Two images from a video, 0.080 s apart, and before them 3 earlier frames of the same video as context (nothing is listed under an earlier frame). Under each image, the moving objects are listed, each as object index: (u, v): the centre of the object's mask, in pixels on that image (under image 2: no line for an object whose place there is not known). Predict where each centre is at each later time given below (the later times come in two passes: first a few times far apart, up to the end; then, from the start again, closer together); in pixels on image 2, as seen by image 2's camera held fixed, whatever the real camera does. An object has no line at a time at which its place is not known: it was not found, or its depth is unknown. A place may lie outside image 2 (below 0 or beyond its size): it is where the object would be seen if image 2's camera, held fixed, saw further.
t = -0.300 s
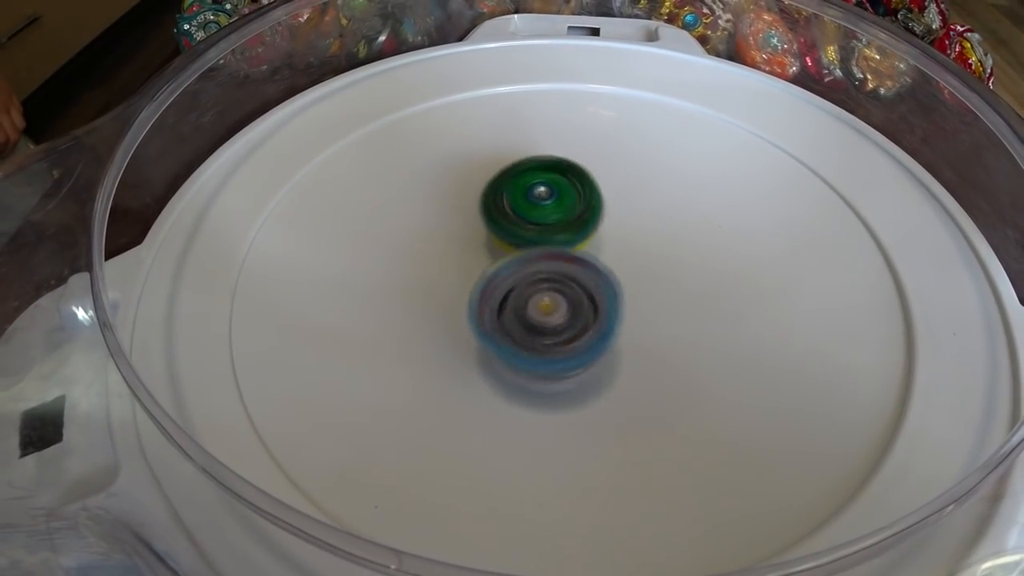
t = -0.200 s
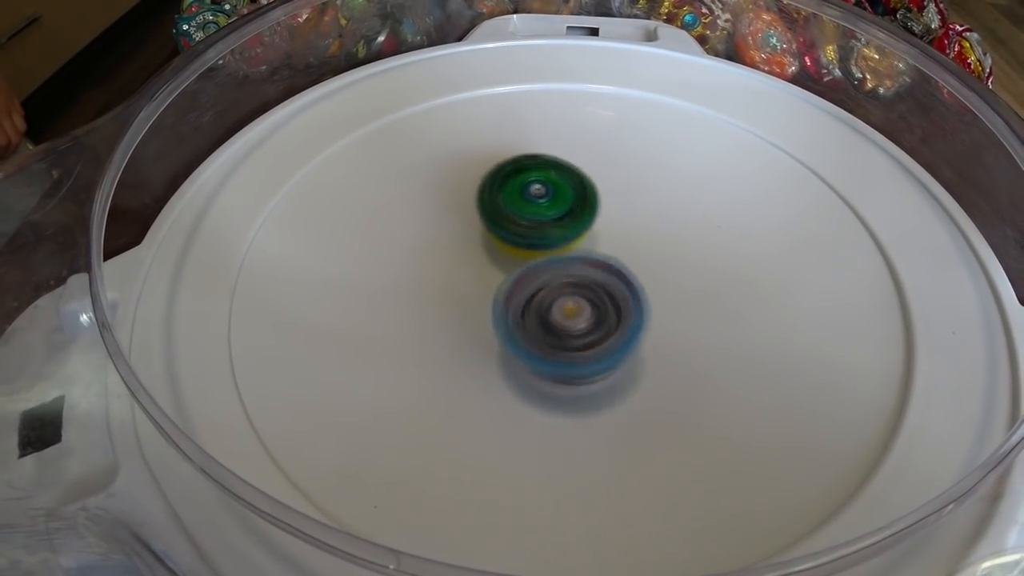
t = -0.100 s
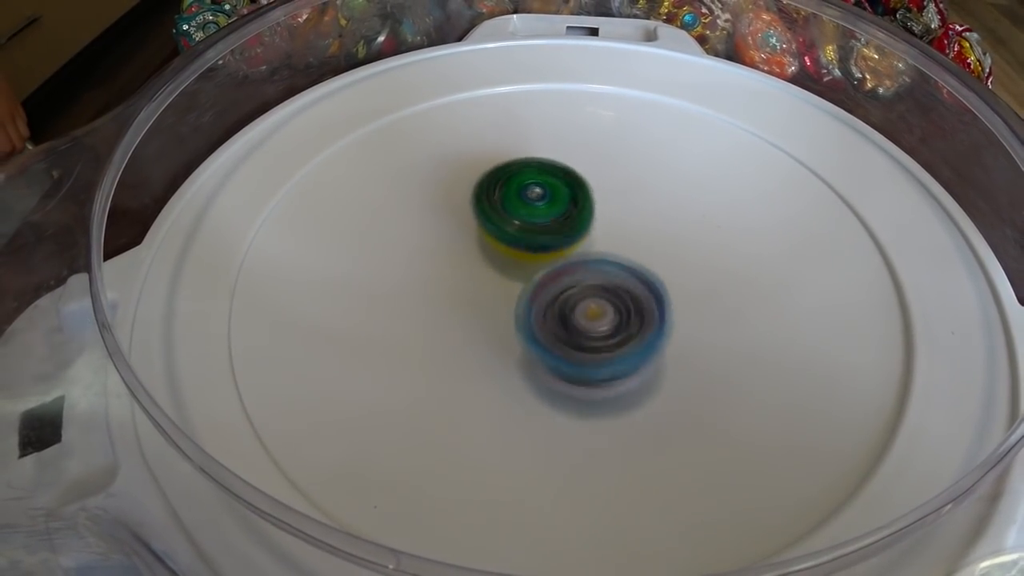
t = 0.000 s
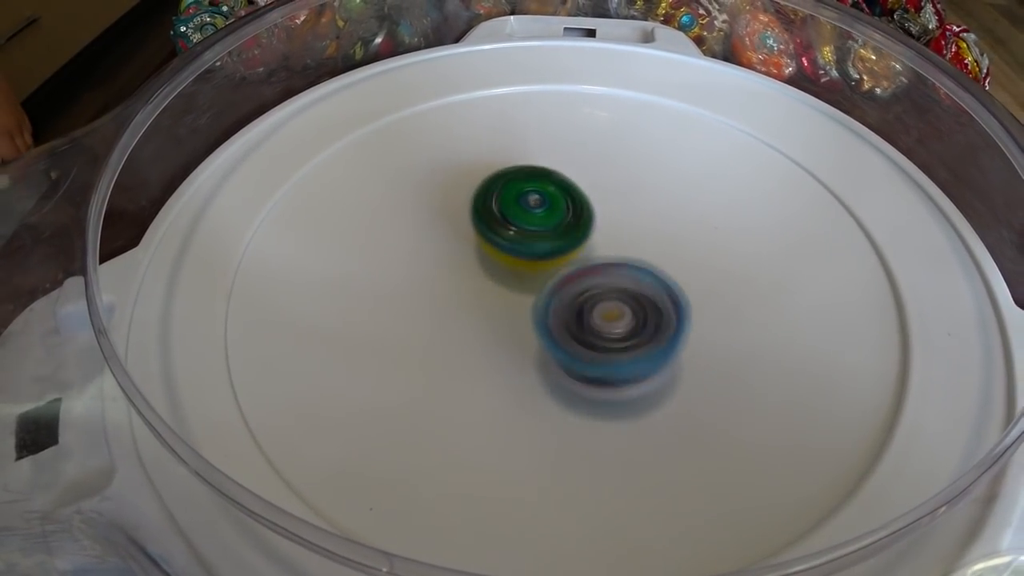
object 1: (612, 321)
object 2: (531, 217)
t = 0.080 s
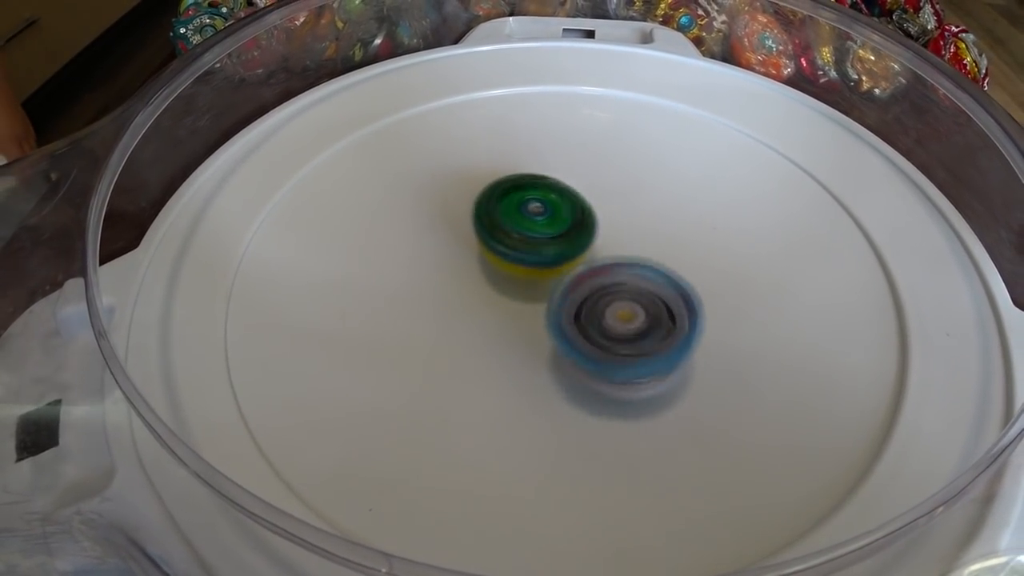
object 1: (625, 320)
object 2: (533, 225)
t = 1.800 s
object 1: (655, 290)
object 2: (511, 261)
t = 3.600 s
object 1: (672, 229)
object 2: (546, 280)
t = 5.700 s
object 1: (586, 193)
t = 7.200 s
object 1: (499, 189)
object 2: (567, 281)
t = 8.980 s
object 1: (492, 246)
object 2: (605, 302)
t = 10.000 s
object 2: (615, 289)
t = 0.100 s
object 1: (628, 318)
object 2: (534, 227)
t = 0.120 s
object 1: (632, 318)
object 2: (535, 229)
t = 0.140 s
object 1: (632, 316)
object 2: (537, 231)
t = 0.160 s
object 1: (638, 314)
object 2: (538, 233)
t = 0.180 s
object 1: (637, 312)
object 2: (540, 234)
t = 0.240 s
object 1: (641, 306)
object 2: (544, 239)
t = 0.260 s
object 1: (644, 304)
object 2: (545, 241)
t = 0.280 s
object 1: (646, 303)
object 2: (546, 241)
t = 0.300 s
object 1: (650, 303)
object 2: (547, 242)
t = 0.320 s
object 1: (653, 303)
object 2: (548, 243)
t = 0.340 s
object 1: (657, 303)
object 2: (549, 245)
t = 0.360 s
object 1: (661, 304)
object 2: (552, 246)
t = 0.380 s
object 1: (662, 302)
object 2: (553, 246)
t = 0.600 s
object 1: (696, 305)
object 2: (570, 251)
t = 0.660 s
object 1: (701, 307)
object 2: (573, 251)
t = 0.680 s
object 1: (701, 305)
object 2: (573, 250)
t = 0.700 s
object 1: (702, 306)
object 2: (573, 250)
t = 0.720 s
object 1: (701, 306)
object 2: (573, 250)
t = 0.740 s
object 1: (700, 305)
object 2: (574, 251)
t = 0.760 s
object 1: (698, 304)
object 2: (575, 251)
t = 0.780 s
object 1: (696, 303)
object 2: (574, 250)
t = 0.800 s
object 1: (694, 303)
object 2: (574, 251)
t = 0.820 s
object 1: (690, 301)
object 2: (573, 250)
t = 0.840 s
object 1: (688, 301)
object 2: (572, 250)
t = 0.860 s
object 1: (687, 304)
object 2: (571, 249)
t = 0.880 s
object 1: (681, 303)
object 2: (569, 248)
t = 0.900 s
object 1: (682, 304)
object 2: (567, 248)
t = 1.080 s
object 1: (662, 300)
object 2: (552, 242)
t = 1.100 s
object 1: (658, 299)
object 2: (549, 242)
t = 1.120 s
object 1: (658, 300)
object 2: (547, 241)
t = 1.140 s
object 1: (655, 299)
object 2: (544, 241)
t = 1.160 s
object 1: (655, 299)
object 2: (542, 242)
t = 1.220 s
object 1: (649, 297)
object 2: (537, 241)
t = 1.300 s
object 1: (639, 292)
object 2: (528, 241)
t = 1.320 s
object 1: (637, 292)
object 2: (527, 241)
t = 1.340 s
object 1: (635, 293)
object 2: (524, 241)
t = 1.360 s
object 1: (636, 295)
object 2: (521, 242)
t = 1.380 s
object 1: (637, 294)
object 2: (520, 242)
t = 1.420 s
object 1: (637, 294)
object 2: (517, 243)
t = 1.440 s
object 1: (642, 294)
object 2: (516, 244)
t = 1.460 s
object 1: (641, 296)
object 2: (513, 244)
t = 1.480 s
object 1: (640, 294)
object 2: (514, 246)
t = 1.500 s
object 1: (643, 294)
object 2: (513, 247)
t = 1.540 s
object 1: (641, 291)
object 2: (513, 248)
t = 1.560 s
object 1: (641, 293)
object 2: (512, 250)
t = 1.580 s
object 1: (637, 290)
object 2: (512, 251)
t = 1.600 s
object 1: (640, 290)
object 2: (512, 252)
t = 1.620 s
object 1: (639, 290)
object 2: (512, 254)
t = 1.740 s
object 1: (647, 291)
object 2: (510, 259)
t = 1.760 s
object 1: (649, 289)
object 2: (511, 260)
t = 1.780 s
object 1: (654, 290)
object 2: (510, 260)
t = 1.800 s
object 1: (655, 290)
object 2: (511, 261)
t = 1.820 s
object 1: (657, 289)
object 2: (512, 262)
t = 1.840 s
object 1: (659, 289)
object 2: (514, 263)
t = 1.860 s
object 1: (658, 287)
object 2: (516, 263)
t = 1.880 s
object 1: (661, 287)
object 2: (516, 264)
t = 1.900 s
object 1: (661, 287)
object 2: (518, 264)
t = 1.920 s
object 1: (659, 285)
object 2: (520, 265)
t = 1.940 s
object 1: (661, 284)
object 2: (521, 265)
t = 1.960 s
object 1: (661, 284)
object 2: (523, 265)
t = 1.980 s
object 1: (663, 283)
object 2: (524, 265)
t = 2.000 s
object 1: (664, 283)
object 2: (525, 265)
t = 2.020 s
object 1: (664, 282)
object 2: (527, 265)
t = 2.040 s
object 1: (672, 285)
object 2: (524, 264)
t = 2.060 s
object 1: (678, 283)
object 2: (524, 264)
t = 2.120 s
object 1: (689, 283)
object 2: (526, 262)
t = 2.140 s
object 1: (691, 284)
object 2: (526, 261)
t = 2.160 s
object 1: (692, 282)
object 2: (527, 261)
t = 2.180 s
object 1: (696, 282)
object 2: (528, 261)
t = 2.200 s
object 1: (698, 282)
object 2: (529, 259)
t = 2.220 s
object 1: (699, 282)
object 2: (529, 258)
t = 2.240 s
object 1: (701, 283)
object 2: (530, 258)
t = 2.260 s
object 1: (701, 283)
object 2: (530, 258)
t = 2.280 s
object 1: (699, 283)
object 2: (532, 257)
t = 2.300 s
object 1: (700, 283)
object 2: (533, 256)
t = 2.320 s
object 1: (698, 283)
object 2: (533, 255)
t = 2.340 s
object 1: (695, 282)
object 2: (534, 255)
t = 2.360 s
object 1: (694, 283)
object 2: (535, 254)
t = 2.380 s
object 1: (691, 282)
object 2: (536, 253)
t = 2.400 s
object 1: (687, 280)
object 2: (538, 252)
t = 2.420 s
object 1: (686, 278)
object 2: (538, 251)
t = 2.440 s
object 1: (683, 278)
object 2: (539, 250)
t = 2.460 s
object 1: (679, 275)
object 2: (541, 250)
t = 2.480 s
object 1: (678, 274)
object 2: (541, 249)
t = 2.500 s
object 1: (675, 273)
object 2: (542, 248)
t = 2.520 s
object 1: (676, 271)
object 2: (541, 247)
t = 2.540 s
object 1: (674, 270)
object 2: (540, 246)
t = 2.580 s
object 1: (671, 266)
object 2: (541, 245)
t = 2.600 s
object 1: (670, 265)
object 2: (540, 244)
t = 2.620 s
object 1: (667, 264)
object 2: (538, 243)
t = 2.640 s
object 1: (666, 260)
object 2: (538, 242)
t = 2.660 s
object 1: (666, 257)
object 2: (537, 242)
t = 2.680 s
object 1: (665, 256)
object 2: (537, 242)
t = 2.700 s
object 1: (665, 254)
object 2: (537, 241)
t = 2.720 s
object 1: (666, 253)
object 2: (535, 240)
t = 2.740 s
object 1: (664, 252)
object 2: (534, 240)
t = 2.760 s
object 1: (665, 250)
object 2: (533, 240)
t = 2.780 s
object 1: (665, 249)
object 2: (533, 240)
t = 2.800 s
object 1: (663, 248)
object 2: (534, 240)
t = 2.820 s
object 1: (667, 245)
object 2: (531, 239)
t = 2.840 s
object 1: (669, 245)
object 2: (528, 240)
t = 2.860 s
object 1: (671, 245)
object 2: (527, 241)
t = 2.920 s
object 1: (674, 238)
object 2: (525, 241)
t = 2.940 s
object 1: (676, 238)
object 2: (525, 242)
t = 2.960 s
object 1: (676, 238)
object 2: (524, 243)
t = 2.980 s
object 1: (677, 237)
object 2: (524, 244)
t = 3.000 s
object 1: (677, 236)
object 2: (525, 245)
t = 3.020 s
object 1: (675, 235)
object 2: (525, 246)
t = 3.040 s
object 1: (676, 235)
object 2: (525, 246)
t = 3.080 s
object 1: (673, 236)
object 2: (527, 249)
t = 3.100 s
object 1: (671, 234)
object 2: (528, 250)
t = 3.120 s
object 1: (670, 235)
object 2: (530, 251)
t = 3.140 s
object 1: (667, 234)
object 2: (531, 252)
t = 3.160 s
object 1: (666, 233)
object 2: (532, 253)
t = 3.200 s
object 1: (665, 233)
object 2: (535, 255)
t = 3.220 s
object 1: (664, 234)
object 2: (536, 257)
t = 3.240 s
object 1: (662, 233)
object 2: (538, 259)
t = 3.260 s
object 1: (666, 233)
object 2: (536, 260)
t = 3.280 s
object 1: (669, 234)
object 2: (534, 262)
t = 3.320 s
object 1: (669, 232)
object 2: (536, 266)
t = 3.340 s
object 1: (672, 232)
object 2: (535, 268)
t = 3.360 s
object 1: (673, 233)
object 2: (535, 269)
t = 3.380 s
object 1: (671, 231)
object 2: (535, 270)
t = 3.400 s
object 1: (671, 229)
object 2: (534, 271)
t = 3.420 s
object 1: (674, 228)
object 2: (534, 273)
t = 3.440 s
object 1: (676, 227)
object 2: (536, 275)
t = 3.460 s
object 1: (677, 228)
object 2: (536, 275)
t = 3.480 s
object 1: (678, 228)
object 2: (537, 276)
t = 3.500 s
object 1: (676, 229)
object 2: (539, 277)
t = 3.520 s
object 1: (674, 228)
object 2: (540, 277)
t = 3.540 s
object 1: (676, 228)
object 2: (541, 278)
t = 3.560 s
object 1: (674, 230)
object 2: (544, 279)
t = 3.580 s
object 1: (670, 230)
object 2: (546, 280)
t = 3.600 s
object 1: (672, 229)
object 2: (546, 280)
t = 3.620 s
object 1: (672, 231)
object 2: (546, 281)
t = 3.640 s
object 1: (673, 231)
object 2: (546, 283)
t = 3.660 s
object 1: (674, 232)
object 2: (547, 284)
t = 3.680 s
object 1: (672, 232)
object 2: (548, 284)
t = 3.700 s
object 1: (673, 230)
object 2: (548, 285)
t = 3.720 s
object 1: (678, 230)
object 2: (547, 285)
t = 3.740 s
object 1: (679, 229)
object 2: (545, 287)
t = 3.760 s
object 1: (678, 227)
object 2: (546, 288)
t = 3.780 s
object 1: (678, 227)
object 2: (547, 288)
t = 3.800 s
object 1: (678, 225)
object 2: (546, 287)
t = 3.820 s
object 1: (679, 224)
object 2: (544, 287)
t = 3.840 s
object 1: (682, 223)
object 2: (544, 288)
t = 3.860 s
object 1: (682, 224)
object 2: (544, 288)
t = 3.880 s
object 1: (679, 224)
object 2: (544, 288)
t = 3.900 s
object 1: (678, 223)
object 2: (545, 288)
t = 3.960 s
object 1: (674, 224)
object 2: (543, 286)
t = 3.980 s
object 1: (672, 224)
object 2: (544, 286)
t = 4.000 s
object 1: (668, 225)
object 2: (545, 285)
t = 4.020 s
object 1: (664, 224)
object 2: (545, 284)
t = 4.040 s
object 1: (662, 223)
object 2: (545, 283)
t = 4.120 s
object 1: (654, 220)
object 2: (544, 280)
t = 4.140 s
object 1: (651, 220)
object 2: (544, 278)
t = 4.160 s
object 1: (650, 219)
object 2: (543, 277)
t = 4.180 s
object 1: (650, 219)
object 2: (542, 277)
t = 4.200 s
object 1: (654, 217)
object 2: (538, 278)
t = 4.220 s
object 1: (653, 218)
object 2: (537, 280)
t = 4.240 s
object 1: (651, 217)
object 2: (537, 280)
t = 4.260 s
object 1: (648, 215)
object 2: (537, 279)
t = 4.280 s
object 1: (646, 213)
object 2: (535, 278)
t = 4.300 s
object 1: (643, 210)
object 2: (532, 277)
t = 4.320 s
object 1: (642, 207)
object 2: (529, 278)
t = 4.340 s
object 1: (644, 204)
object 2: (529, 279)
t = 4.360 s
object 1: (644, 205)
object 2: (528, 279)
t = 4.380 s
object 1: (641, 203)
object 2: (527, 280)
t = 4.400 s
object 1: (640, 201)
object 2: (527, 280)
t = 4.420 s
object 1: (638, 200)
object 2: (526, 279)
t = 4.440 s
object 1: (636, 197)
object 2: (524, 279)
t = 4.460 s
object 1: (635, 195)
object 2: (524, 281)
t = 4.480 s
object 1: (636, 194)
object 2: (525, 281)
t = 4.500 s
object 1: (635, 194)
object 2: (525, 281)
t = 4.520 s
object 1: (632, 193)
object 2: (524, 281)
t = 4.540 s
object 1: (630, 192)
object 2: (524, 280)
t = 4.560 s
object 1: (630, 191)
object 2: (525, 280)
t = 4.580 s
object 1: (627, 190)
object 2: (524, 281)
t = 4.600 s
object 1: (625, 189)
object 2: (525, 282)
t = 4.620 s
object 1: (624, 190)
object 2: (528, 282)
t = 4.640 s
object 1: (621, 190)
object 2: (528, 280)
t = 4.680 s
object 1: (615, 190)
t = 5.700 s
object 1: (586, 193)
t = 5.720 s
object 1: (586, 193)
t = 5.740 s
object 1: (589, 184)
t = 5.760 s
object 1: (590, 181)
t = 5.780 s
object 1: (590, 179)
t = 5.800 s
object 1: (589, 179)
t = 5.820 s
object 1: (589, 178)
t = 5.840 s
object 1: (587, 181)
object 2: (544, 303)
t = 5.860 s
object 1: (583, 179)
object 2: (542, 302)
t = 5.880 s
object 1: (580, 178)
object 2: (539, 303)
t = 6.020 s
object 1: (569, 174)
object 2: (543, 304)
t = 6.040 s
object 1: (567, 173)
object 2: (542, 303)
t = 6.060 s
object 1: (565, 172)
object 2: (540, 302)
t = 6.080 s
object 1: (566, 173)
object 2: (539, 301)
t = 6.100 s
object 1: (566, 174)
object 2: (535, 302)
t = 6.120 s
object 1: (564, 174)
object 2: (535, 302)
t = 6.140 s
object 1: (562, 174)
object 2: (537, 300)
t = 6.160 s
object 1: (562, 176)
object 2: (537, 299)
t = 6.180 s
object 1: (561, 177)
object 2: (538, 296)
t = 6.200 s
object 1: (557, 180)
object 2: (538, 294)
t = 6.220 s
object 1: (554, 180)
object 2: (535, 292)
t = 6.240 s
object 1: (553, 182)
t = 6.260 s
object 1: (552, 182)
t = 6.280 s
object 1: (549, 183)
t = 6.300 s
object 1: (547, 183)
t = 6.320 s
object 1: (545, 184)
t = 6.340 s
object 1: (545, 185)
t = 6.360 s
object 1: (543, 185)
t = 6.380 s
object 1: (539, 186)
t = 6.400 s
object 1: (537, 186)
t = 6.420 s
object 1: (536, 186)
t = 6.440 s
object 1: (534, 187)
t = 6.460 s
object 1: (531, 187)
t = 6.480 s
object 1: (529, 186)
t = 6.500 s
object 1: (528, 187)
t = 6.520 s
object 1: (525, 189)
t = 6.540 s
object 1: (525, 186)
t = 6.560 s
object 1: (526, 182)
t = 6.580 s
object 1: (524, 184)
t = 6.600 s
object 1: (523, 184)
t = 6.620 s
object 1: (521, 189)
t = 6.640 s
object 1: (521, 189)
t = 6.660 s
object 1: (521, 190)
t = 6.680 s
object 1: (522, 187)
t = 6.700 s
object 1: (519, 190)
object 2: (529, 302)
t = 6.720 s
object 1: (517, 192)
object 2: (533, 302)
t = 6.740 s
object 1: (512, 192)
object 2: (537, 302)
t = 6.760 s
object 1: (508, 192)
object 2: (539, 302)
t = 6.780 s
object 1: (505, 191)
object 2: (542, 300)
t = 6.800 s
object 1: (503, 191)
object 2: (546, 299)
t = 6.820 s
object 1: (501, 192)
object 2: (550, 297)
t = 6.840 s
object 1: (500, 193)
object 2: (555, 295)
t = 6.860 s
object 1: (499, 192)
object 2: (555, 292)
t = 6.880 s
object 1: (499, 193)
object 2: (558, 289)
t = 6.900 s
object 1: (499, 194)
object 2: (559, 286)
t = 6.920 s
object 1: (495, 189)
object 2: (566, 289)
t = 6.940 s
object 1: (492, 183)
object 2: (570, 291)
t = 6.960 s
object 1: (492, 182)
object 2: (574, 290)
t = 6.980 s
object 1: (495, 181)
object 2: (578, 288)
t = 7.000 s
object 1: (498, 181)
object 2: (579, 285)
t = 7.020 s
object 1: (501, 183)
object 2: (580, 282)
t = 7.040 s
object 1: (502, 184)
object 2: (577, 280)
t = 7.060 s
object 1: (503, 186)
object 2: (572, 278)
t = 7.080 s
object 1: (502, 187)
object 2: (569, 280)
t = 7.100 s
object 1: (499, 186)
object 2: (566, 282)
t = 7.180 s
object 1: (499, 187)
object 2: (569, 283)
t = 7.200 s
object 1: (499, 189)
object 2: (567, 281)
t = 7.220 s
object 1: (497, 191)
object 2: (564, 279)
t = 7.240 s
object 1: (492, 191)
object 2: (564, 280)
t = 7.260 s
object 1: (490, 190)
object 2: (564, 283)
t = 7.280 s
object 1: (490, 188)
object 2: (564, 285)
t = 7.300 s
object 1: (494, 188)
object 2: (567, 287)
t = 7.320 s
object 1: (497, 189)
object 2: (569, 287)
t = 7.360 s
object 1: (501, 190)
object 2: (576, 287)
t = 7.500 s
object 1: (509, 196)
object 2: (574, 289)
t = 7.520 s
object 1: (508, 192)
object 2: (580, 291)
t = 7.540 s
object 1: (508, 187)
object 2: (584, 292)
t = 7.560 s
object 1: (510, 182)
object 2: (590, 292)
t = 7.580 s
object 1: (513, 180)
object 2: (594, 291)
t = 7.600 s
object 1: (516, 179)
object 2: (599, 290)
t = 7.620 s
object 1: (520, 178)
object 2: (600, 288)
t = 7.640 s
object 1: (523, 180)
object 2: (601, 286)
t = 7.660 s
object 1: (527, 182)
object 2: (597, 284)
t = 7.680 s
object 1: (531, 187)
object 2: (595, 284)
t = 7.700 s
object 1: (532, 192)
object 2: (590, 284)
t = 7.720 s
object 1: (528, 192)
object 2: (587, 287)
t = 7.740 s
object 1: (525, 190)
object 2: (584, 290)
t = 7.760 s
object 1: (523, 190)
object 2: (581, 292)
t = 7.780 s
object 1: (521, 190)
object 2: (580, 295)
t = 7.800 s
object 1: (520, 191)
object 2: (578, 297)
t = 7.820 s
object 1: (519, 192)
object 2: (580, 298)
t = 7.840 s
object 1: (518, 195)
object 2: (580, 298)
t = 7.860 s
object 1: (515, 199)
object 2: (582, 298)
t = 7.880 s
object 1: (512, 201)
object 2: (584, 298)
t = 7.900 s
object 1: (510, 204)
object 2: (584, 296)
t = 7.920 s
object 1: (508, 207)
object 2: (584, 297)
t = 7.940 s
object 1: (508, 207)
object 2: (584, 297)
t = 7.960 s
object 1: (508, 213)
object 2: (584, 297)
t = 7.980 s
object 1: (506, 210)
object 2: (585, 299)
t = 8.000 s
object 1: (506, 206)
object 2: (589, 302)
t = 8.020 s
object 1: (510, 205)
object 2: (592, 304)
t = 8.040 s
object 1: (513, 206)
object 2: (592, 304)
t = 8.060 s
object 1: (513, 209)
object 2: (595, 306)
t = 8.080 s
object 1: (509, 212)
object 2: (595, 307)
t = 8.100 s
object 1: (506, 215)
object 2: (595, 308)
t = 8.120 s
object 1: (505, 218)
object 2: (597, 308)
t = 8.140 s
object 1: (502, 223)
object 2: (599, 308)
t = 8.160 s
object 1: (498, 225)
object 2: (599, 308)
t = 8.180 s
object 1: (494, 225)
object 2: (600, 308)
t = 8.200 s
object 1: (490, 224)
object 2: (601, 307)
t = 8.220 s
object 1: (487, 225)
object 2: (602, 306)
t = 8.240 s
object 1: (486, 227)
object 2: (602, 305)
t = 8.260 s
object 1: (485, 229)
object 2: (601, 305)
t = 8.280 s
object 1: (486, 227)
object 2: (603, 303)
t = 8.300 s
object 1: (485, 229)
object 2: (604, 302)
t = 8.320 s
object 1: (483, 230)
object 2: (605, 301)
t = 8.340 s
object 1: (483, 231)
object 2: (605, 299)
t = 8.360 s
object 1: (485, 233)
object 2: (605, 298)
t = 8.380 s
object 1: (485, 235)
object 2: (606, 296)
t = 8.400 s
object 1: (485, 238)
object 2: (609, 294)
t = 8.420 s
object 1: (485, 239)
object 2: (611, 292)
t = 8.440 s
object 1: (484, 241)
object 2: (613, 290)
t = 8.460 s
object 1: (484, 242)
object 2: (615, 288)
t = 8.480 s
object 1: (484, 244)
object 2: (617, 287)
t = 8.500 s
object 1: (484, 245)
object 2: (620, 286)
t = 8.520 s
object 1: (484, 245)
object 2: (623, 285)
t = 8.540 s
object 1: (484, 246)
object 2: (627, 284)
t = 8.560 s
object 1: (486, 245)
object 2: (630, 283)
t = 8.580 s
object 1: (486, 245)
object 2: (632, 283)
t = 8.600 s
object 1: (488, 245)
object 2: (634, 283)
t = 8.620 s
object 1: (489, 246)
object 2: (636, 283)
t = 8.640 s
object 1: (492, 246)
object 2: (637, 283)
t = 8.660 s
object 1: (494, 248)
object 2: (637, 283)
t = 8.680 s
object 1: (496, 248)
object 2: (637, 283)
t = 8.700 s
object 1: (495, 251)
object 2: (636, 283)
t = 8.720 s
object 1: (492, 254)
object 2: (635, 283)
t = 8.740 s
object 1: (489, 254)
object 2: (633, 283)
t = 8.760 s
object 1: (487, 253)
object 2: (631, 283)
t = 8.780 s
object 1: (485, 253)
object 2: (628, 283)
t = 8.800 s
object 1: (484, 251)
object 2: (625, 284)
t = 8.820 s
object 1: (485, 251)
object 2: (622, 285)
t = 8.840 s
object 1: (485, 251)
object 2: (618, 286)
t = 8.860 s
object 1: (486, 251)
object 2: (615, 288)
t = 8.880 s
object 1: (487, 250)
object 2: (611, 290)
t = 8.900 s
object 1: (489, 249)
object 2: (608, 292)
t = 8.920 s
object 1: (490, 250)
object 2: (606, 294)
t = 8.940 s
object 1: (492, 249)
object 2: (606, 297)
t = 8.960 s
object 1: (493, 248)
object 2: (605, 300)
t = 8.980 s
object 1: (492, 246)
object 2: (605, 302)
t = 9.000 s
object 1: (492, 244)
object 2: (606, 304)
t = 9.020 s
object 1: (490, 243)
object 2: (606, 307)
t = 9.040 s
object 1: (489, 242)
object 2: (606, 309)
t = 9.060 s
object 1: (489, 241)
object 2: (607, 310)
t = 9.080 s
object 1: (489, 241)
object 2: (607, 310)
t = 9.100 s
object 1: (489, 241)
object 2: (608, 311)
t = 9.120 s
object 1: (489, 242)
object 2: (607, 311)
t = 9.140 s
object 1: (491, 242)
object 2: (607, 310)
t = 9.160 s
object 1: (492, 243)
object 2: (607, 309)
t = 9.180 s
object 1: (494, 243)
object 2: (606, 308)
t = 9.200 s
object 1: (496, 244)
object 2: (606, 306)
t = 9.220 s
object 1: (497, 244)
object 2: (605, 303)
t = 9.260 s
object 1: (499, 244)
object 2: (605, 299)
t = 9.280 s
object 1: (500, 245)
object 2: (606, 296)
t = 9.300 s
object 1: (500, 245)
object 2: (607, 294)
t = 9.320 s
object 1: (501, 245)
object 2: (609, 292)
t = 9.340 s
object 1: (500, 245)
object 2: (611, 290)
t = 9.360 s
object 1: (501, 245)
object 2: (613, 289)
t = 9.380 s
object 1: (501, 245)
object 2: (616, 287)
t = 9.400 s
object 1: (502, 245)
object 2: (618, 286)
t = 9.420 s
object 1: (503, 245)
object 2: (620, 286)
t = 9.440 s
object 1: (503, 245)
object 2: (621, 285)
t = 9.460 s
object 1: (503, 245)
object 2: (622, 285)
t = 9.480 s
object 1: (503, 245)
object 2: (622, 285)
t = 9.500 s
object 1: (503, 245)
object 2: (621, 285)
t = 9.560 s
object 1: (503, 246)
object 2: (618, 287)
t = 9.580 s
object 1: (503, 246)
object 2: (617, 287)
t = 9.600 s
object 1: (503, 246)
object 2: (616, 288)
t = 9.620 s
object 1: (503, 246)
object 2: (615, 288)
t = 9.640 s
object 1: (503, 247)
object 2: (615, 289)
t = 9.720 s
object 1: (503, 246)
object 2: (615, 289)
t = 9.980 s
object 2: (615, 289)
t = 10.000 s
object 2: (615, 289)
